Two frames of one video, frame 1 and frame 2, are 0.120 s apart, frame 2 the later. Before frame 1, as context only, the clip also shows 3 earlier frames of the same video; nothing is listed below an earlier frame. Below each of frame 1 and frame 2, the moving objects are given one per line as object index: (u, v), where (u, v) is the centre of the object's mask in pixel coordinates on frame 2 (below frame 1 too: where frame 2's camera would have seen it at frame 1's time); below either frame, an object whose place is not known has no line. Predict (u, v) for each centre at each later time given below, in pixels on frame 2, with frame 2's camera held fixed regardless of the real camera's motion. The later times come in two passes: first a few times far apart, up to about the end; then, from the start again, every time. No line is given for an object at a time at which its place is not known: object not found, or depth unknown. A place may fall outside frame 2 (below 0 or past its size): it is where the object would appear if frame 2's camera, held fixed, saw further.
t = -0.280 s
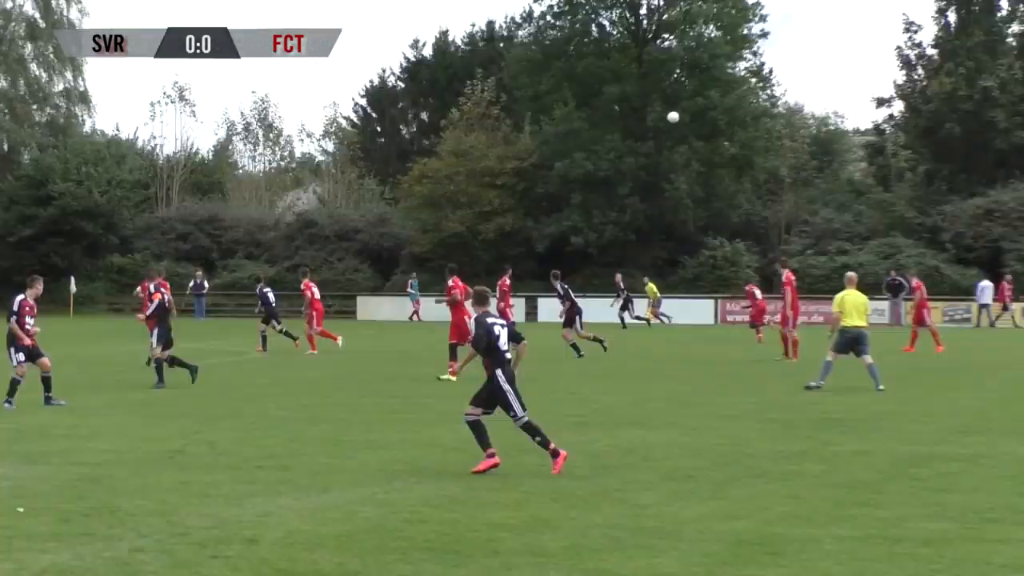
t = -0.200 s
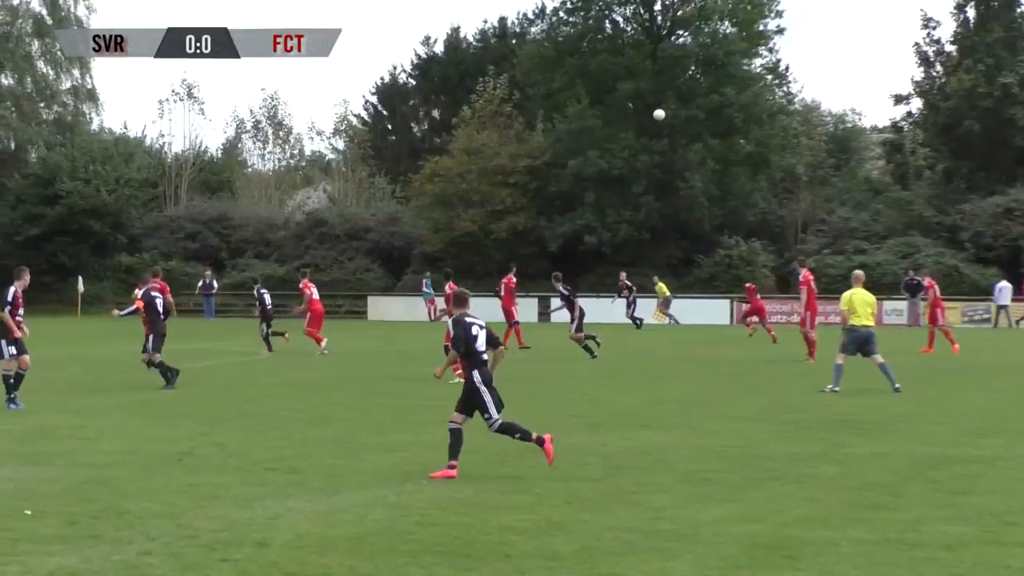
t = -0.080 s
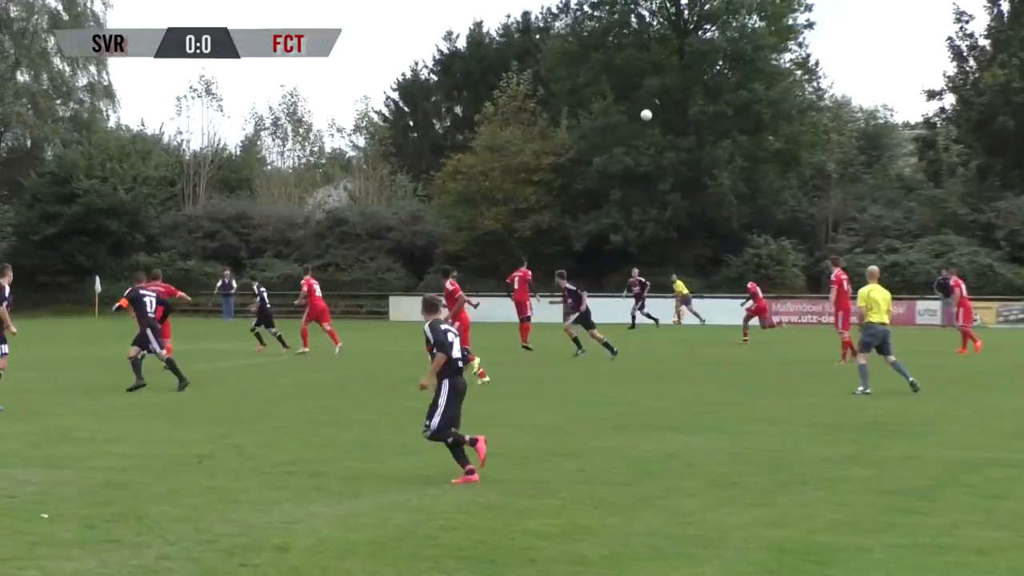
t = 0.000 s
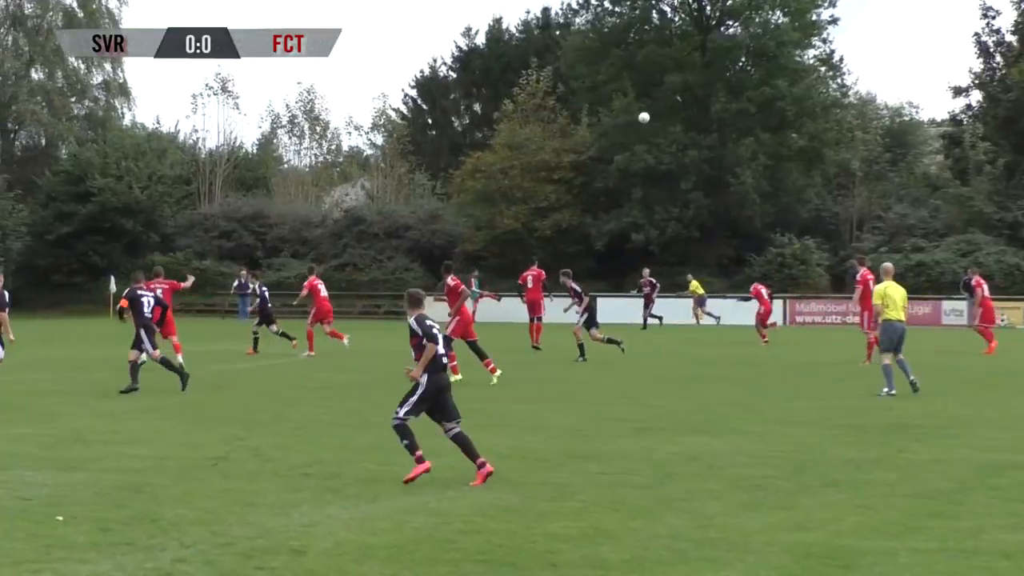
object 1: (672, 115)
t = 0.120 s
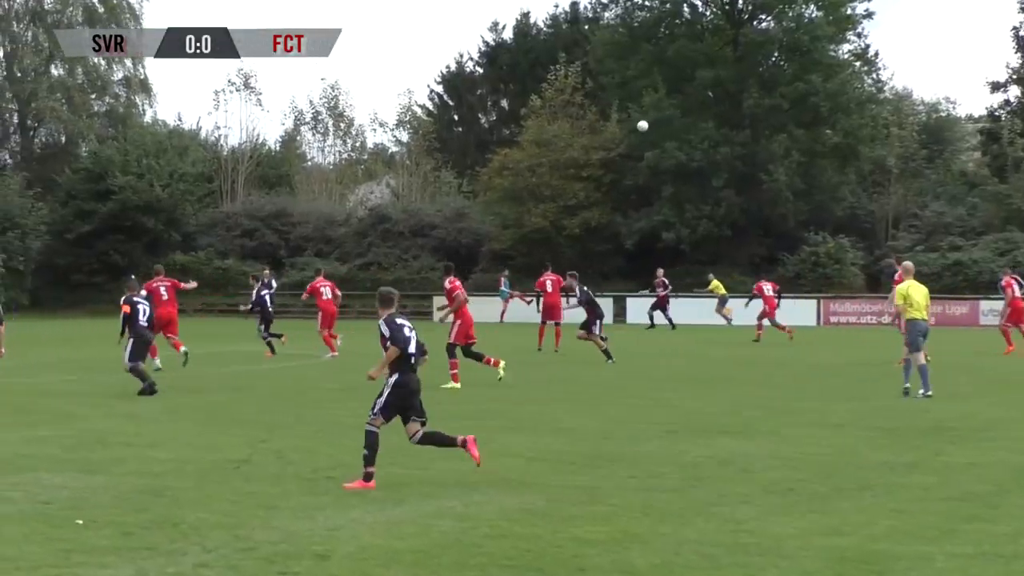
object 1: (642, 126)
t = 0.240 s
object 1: (616, 142)
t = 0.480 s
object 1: (574, 185)
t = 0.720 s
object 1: (546, 244)
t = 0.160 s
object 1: (632, 132)
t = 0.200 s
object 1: (624, 137)
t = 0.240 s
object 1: (616, 142)
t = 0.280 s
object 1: (607, 148)
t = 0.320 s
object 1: (600, 155)
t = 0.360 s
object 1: (593, 160)
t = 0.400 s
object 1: (586, 169)
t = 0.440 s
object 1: (580, 177)
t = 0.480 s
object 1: (574, 185)
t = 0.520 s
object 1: (568, 193)
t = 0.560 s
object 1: (563, 203)
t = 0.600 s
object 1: (557, 213)
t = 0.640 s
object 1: (553, 222)
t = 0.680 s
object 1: (549, 233)
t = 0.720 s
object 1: (546, 244)
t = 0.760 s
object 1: (542, 256)
